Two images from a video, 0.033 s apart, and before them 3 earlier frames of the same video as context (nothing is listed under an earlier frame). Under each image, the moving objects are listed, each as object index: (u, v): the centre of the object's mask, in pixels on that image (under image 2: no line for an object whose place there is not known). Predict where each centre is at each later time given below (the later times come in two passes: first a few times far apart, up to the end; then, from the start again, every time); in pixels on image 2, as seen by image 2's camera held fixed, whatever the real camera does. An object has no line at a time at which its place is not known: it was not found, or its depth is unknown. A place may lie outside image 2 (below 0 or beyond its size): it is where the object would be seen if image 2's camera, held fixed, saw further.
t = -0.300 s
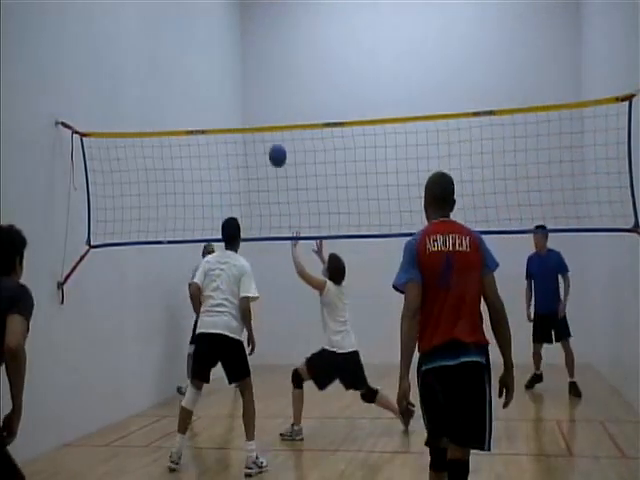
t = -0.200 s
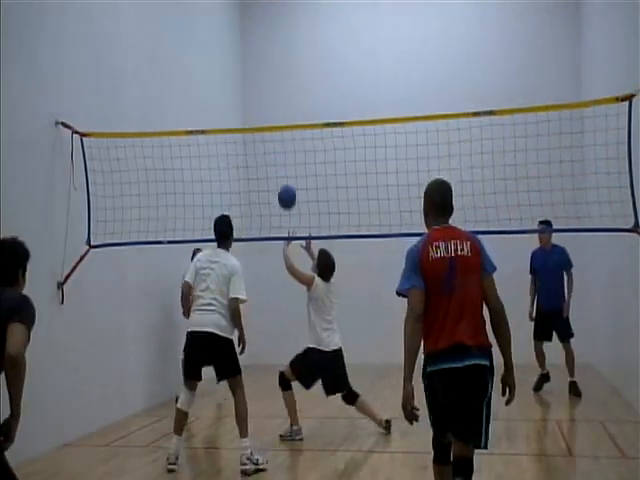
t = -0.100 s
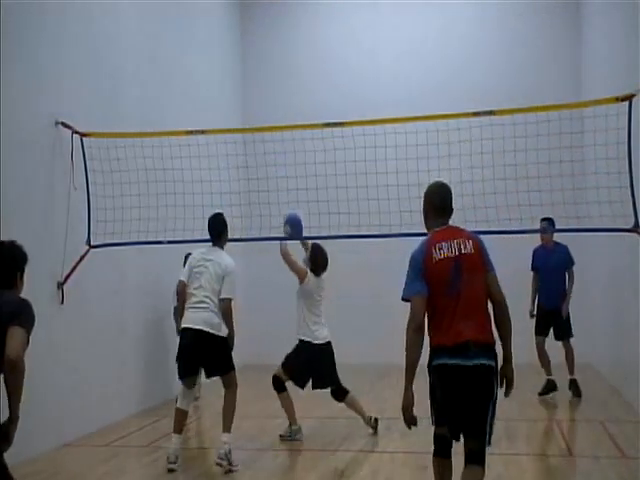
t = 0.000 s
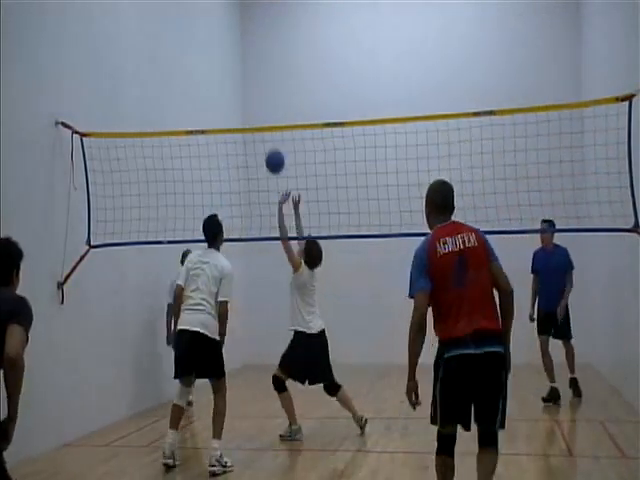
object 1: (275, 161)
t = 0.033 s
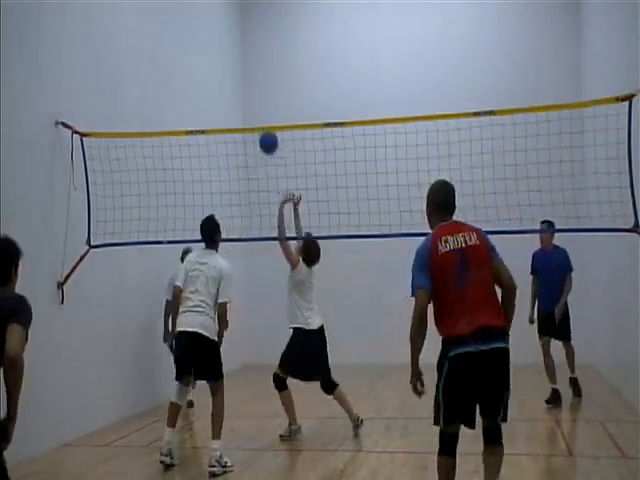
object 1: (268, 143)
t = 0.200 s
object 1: (238, 65)
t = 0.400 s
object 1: (204, 19)
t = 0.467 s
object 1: (193, 14)
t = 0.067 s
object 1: (262, 119)
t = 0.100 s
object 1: (256, 107)
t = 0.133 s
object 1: (250, 91)
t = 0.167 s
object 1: (244, 78)
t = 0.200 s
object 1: (238, 65)
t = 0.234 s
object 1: (232, 54)
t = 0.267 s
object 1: (226, 45)
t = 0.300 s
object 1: (221, 36)
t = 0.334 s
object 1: (215, 29)
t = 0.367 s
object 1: (210, 24)
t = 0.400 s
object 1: (204, 19)
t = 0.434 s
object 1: (199, 16)
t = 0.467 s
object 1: (193, 14)
